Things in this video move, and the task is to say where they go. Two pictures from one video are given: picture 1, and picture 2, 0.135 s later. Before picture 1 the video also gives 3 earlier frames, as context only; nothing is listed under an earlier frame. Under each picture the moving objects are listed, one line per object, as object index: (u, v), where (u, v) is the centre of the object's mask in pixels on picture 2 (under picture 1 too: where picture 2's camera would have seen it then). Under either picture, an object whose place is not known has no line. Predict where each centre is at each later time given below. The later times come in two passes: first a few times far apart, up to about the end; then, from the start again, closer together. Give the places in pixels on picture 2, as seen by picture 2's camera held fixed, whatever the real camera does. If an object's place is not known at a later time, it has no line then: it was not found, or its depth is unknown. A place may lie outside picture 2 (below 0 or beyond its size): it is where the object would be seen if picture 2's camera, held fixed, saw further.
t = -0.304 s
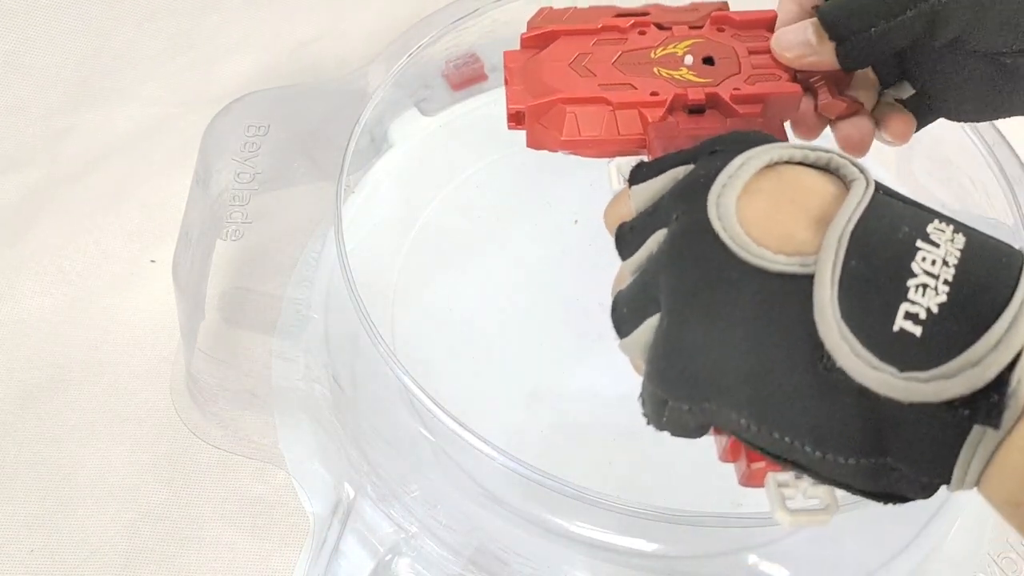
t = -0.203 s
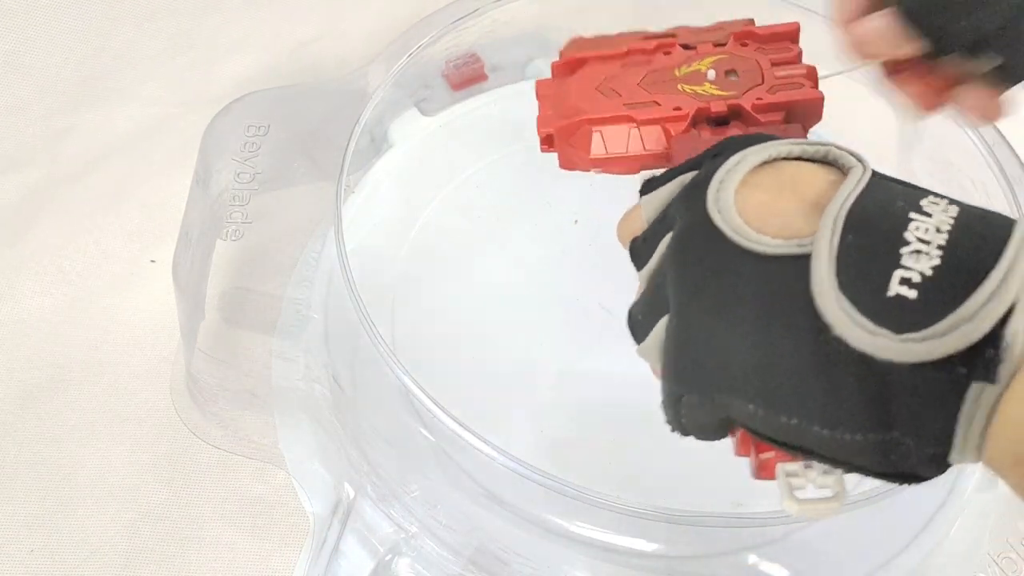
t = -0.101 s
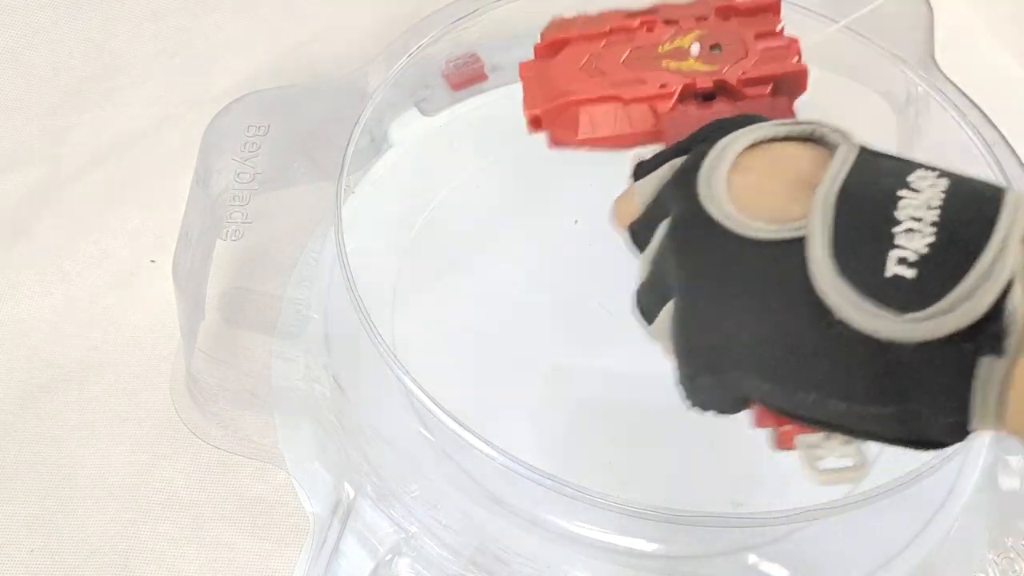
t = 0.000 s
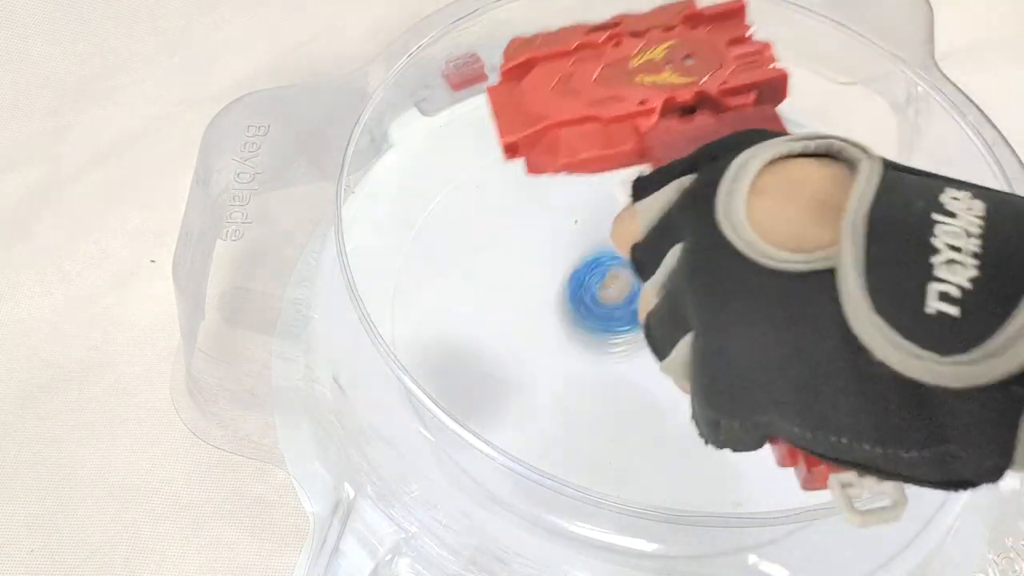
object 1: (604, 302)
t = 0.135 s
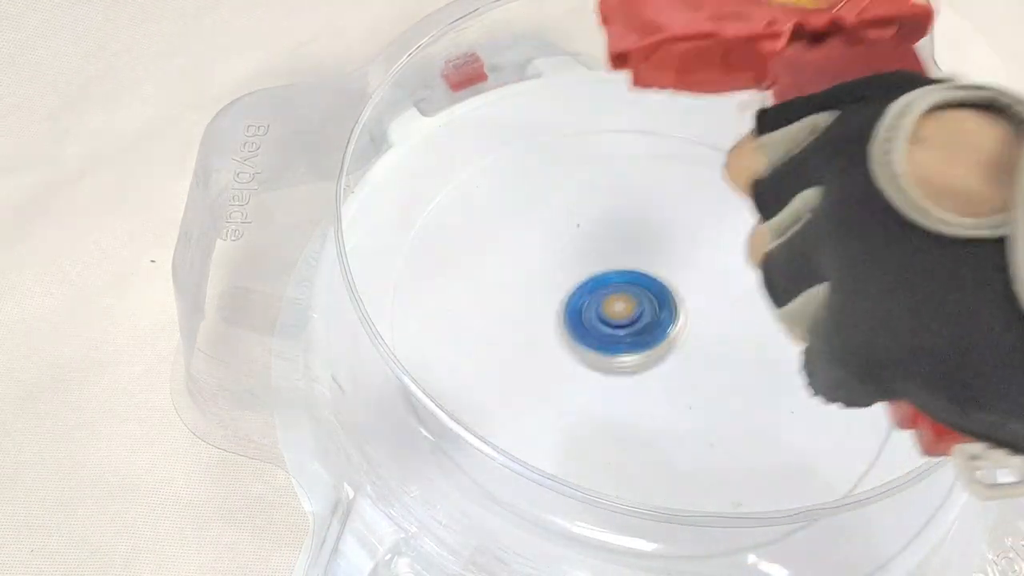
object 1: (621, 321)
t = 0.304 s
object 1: (657, 425)
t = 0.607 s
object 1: (808, 334)
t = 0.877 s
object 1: (490, 253)
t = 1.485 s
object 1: (820, 137)
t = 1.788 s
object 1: (440, 407)
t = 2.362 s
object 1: (523, 118)
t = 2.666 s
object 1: (640, 462)
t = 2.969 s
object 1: (776, 145)
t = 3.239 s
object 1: (421, 263)
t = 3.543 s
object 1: (912, 400)
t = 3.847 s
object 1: (690, 79)
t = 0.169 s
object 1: (628, 336)
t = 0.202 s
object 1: (629, 364)
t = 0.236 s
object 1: (627, 405)
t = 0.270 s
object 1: (640, 416)
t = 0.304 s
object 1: (657, 425)
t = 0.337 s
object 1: (670, 445)
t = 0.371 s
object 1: (679, 470)
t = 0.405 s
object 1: (713, 472)
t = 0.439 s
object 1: (746, 488)
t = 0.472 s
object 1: (774, 504)
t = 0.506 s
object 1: (798, 453)
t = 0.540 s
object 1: (813, 411)
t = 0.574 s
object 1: (818, 376)
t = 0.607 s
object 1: (808, 334)
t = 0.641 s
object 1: (790, 303)
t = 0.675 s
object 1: (763, 274)
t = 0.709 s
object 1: (728, 251)
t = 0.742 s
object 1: (689, 237)
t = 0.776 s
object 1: (647, 227)
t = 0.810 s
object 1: (599, 230)
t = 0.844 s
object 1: (547, 236)
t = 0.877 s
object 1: (490, 253)
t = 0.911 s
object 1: (436, 282)
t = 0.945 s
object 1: (397, 315)
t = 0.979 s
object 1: (375, 373)
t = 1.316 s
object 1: (925, 403)
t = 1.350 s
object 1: (933, 347)
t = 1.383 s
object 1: (924, 292)
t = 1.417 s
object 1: (901, 236)
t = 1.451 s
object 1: (865, 185)
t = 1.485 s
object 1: (820, 137)
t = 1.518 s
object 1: (769, 96)
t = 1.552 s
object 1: (714, 60)
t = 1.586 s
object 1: (663, 72)
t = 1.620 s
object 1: (626, 122)
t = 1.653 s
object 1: (579, 169)
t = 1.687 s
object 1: (524, 217)
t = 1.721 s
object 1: (474, 276)
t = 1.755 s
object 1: (445, 340)
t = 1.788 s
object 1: (440, 407)
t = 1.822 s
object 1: (497, 461)
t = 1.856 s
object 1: (572, 516)
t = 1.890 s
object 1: (651, 542)
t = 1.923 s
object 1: (736, 549)
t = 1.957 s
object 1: (815, 544)
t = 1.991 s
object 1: (891, 530)
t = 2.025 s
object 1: (943, 480)
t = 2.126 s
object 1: (887, 316)
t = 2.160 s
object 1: (845, 262)
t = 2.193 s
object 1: (792, 215)
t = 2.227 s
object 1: (739, 176)
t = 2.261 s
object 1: (681, 146)
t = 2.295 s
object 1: (627, 126)
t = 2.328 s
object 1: (573, 117)
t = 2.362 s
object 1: (523, 118)
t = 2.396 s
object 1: (470, 127)
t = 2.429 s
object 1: (418, 145)
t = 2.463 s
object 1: (391, 190)
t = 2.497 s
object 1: (364, 236)
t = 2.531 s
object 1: (340, 295)
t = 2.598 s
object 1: (499, 436)
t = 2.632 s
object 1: (576, 450)
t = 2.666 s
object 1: (640, 462)
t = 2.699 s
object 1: (699, 461)
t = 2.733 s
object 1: (751, 438)
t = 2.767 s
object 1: (790, 410)
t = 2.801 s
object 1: (816, 373)
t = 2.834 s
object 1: (835, 328)
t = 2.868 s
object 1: (842, 282)
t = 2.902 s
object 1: (837, 228)
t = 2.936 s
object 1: (822, 179)
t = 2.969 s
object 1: (776, 145)
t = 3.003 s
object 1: (723, 125)
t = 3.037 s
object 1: (669, 110)
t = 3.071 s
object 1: (611, 113)
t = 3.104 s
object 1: (552, 128)
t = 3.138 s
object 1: (500, 147)
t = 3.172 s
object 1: (458, 175)
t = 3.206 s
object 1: (431, 215)
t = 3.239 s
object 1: (421, 263)
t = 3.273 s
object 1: (433, 317)
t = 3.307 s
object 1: (469, 371)
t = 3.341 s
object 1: (529, 421)
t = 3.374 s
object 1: (604, 456)
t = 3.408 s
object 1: (680, 474)
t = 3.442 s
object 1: (752, 475)
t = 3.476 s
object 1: (818, 463)
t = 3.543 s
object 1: (912, 400)
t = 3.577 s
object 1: (930, 353)
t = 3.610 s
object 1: (942, 308)
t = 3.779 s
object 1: (795, 116)
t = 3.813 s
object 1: (745, 95)
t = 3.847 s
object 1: (690, 79)
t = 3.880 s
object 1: (633, 73)
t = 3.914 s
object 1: (576, 81)
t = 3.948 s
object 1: (520, 100)
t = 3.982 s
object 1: (468, 131)
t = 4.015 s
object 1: (424, 169)
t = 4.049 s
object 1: (390, 219)
